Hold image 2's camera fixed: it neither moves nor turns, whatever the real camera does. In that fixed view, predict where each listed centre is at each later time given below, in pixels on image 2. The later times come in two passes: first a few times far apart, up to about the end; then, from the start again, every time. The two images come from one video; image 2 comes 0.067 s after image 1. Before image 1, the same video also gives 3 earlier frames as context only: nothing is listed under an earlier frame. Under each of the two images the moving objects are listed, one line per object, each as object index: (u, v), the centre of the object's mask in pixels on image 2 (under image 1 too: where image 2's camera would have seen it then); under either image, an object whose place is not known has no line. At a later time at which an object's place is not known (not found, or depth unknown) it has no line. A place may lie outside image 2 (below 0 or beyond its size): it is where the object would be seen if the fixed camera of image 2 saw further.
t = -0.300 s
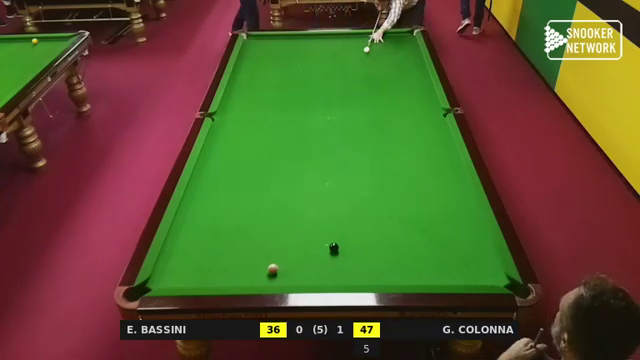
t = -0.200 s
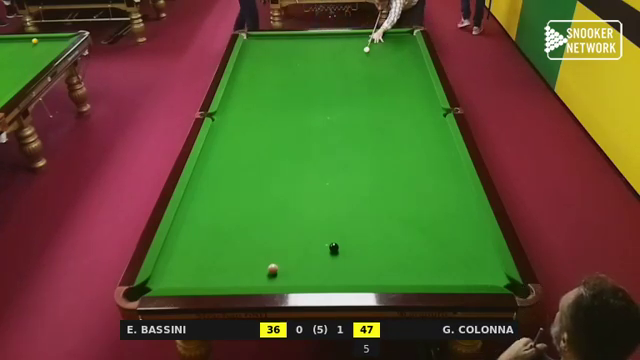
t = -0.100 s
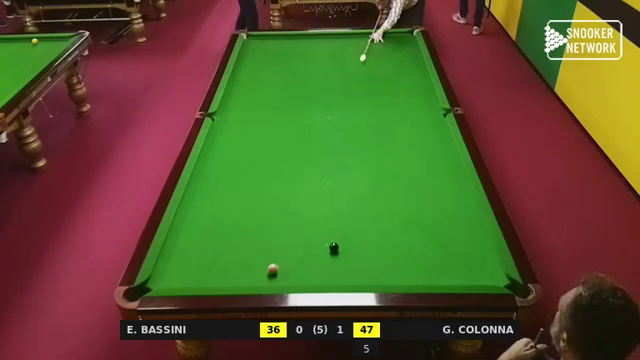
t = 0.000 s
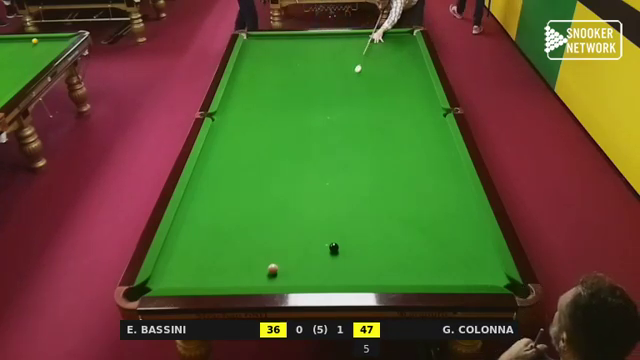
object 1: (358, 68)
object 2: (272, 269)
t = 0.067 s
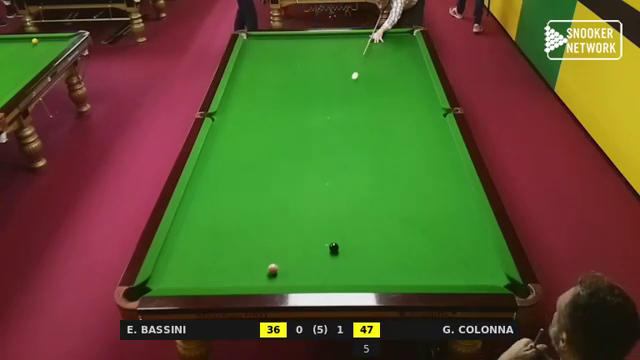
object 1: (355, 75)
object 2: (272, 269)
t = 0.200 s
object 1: (349, 89)
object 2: (272, 269)
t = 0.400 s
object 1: (339, 112)
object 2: (272, 269)
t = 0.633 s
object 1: (326, 142)
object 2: (272, 269)
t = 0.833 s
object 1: (312, 174)
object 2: (272, 269)
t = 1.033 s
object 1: (297, 210)
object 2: (272, 269)
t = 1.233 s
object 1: (278, 255)
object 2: (272, 269)
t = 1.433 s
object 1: (276, 258)
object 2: (261, 270)
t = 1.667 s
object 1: (287, 241)
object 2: (240, 263)
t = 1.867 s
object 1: (295, 230)
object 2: (224, 258)
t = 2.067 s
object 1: (302, 220)
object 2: (210, 252)
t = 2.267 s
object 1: (308, 212)
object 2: (196, 247)
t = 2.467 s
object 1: (313, 204)
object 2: (183, 242)
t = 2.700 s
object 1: (319, 195)
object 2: (171, 238)
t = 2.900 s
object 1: (324, 189)
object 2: (181, 234)
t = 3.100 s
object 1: (329, 183)
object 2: (190, 231)
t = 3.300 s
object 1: (333, 178)
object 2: (198, 229)
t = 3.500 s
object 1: (337, 173)
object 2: (205, 227)
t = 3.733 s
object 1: (341, 168)
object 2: (213, 224)
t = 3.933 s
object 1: (344, 164)
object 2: (219, 223)
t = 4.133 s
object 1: (347, 160)
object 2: (224, 221)
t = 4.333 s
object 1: (350, 157)
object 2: (228, 220)
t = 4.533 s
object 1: (352, 154)
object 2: (232, 219)
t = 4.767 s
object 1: (355, 151)
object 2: (235, 219)
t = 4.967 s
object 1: (356, 149)
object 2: (237, 218)
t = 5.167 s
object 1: (358, 147)
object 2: (239, 218)
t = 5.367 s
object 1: (359, 145)
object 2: (240, 218)
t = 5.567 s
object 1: (360, 144)
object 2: (241, 218)
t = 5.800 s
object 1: (361, 142)
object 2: (240, 218)
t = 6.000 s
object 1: (362, 142)
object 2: (240, 218)
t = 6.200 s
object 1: (362, 141)
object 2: (240, 217)
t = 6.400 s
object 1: (363, 141)
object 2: (240, 218)
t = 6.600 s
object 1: (363, 141)
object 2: (240, 218)
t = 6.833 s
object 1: (363, 141)
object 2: (240, 218)
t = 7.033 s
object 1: (363, 141)
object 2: (240, 218)
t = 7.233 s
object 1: (363, 141)
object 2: (240, 218)
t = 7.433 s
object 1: (363, 141)
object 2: (240, 218)
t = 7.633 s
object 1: (363, 141)
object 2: (240, 217)
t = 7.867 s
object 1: (363, 141)
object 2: (240, 217)
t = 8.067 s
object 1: (363, 141)
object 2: (240, 217)
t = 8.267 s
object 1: (363, 141)
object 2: (240, 218)
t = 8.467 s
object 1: (363, 141)
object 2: (240, 217)
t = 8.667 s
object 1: (363, 141)
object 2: (240, 217)
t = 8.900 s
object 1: (363, 141)
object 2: (240, 217)
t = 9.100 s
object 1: (363, 141)
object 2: (240, 217)
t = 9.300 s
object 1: (363, 141)
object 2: (240, 217)
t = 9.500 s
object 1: (363, 141)
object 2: (240, 217)
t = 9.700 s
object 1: (363, 141)
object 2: (240, 217)
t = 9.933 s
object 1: (363, 141)
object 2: (240, 217)
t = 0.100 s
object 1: (353, 79)
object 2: (272, 269)
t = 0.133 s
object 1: (352, 82)
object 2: (272, 269)
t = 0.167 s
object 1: (350, 86)
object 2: (272, 269)
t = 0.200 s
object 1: (349, 89)
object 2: (272, 269)
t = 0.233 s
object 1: (347, 93)
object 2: (272, 269)
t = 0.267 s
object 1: (346, 97)
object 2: (272, 269)
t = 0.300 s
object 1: (344, 100)
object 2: (272, 269)
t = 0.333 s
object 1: (342, 104)
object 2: (272, 269)
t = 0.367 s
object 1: (341, 108)
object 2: (272, 269)
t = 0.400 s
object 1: (339, 112)
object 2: (272, 269)
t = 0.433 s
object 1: (337, 116)
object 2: (272, 269)
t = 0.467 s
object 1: (336, 120)
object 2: (272, 269)
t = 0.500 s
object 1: (334, 124)
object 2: (272, 269)
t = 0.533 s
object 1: (332, 128)
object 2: (272, 269)
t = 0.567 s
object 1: (330, 133)
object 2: (272, 269)
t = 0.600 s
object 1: (328, 138)
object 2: (272, 269)
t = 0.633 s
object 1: (326, 142)
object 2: (272, 269)
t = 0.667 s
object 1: (324, 147)
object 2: (272, 269)
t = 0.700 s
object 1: (322, 152)
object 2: (272, 269)
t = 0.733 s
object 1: (320, 157)
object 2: (272, 269)
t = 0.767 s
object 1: (317, 162)
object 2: (272, 269)
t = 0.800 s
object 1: (315, 168)
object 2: (272, 269)
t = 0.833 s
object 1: (312, 174)
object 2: (272, 269)
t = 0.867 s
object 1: (310, 179)
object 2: (272, 269)
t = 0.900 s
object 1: (308, 185)
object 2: (272, 269)
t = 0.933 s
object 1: (305, 191)
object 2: (272, 269)
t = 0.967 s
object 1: (302, 197)
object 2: (272, 269)
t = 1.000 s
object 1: (300, 204)
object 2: (272, 269)
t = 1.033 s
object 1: (297, 210)
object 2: (272, 269)
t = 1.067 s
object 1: (294, 217)
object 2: (272, 269)
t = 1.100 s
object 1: (291, 224)
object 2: (272, 269)
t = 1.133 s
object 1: (288, 232)
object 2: (272, 269)
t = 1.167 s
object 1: (285, 239)
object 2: (272, 269)
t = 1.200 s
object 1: (281, 247)
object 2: (272, 269)
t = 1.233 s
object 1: (278, 255)
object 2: (272, 269)
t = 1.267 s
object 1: (275, 260)
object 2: (271, 272)
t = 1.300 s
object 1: (274, 262)
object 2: (269, 278)
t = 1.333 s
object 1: (273, 263)
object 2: (267, 278)
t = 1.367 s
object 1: (273, 263)
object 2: (267, 273)
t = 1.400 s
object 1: (274, 261)
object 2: (264, 271)
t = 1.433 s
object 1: (276, 258)
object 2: (261, 270)
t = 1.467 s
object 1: (278, 254)
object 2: (257, 269)
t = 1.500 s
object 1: (280, 251)
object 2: (254, 269)
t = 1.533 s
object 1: (282, 248)
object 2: (251, 267)
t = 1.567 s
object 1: (283, 246)
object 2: (249, 266)
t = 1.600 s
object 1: (285, 244)
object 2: (245, 265)
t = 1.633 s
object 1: (286, 242)
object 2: (243, 264)
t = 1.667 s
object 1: (287, 241)
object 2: (240, 263)
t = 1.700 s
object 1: (289, 239)
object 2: (237, 262)
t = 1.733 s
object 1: (290, 237)
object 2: (235, 261)
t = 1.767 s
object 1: (291, 235)
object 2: (232, 260)
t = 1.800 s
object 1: (293, 233)
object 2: (229, 259)
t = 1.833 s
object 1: (294, 232)
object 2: (227, 259)
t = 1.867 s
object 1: (295, 230)
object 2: (224, 258)
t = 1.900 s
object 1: (296, 228)
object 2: (222, 257)
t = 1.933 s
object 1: (297, 227)
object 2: (219, 256)
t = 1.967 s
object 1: (298, 225)
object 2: (217, 255)
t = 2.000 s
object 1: (299, 224)
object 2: (214, 254)
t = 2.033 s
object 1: (301, 222)
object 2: (212, 253)
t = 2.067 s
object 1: (302, 220)
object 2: (210, 252)
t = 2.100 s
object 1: (303, 219)
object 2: (207, 251)
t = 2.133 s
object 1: (303, 217)
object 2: (205, 250)
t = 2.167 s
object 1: (305, 216)
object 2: (202, 250)
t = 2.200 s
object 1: (306, 214)
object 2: (200, 249)
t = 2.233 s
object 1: (307, 213)
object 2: (198, 248)
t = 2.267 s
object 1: (308, 212)
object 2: (196, 247)
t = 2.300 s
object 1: (309, 210)
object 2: (194, 246)
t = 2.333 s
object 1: (310, 209)
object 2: (191, 245)
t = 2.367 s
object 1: (310, 208)
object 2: (189, 245)
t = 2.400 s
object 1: (311, 206)
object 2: (187, 244)
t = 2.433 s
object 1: (312, 205)
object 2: (185, 243)
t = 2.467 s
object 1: (313, 204)
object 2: (183, 242)
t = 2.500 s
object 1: (314, 203)
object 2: (181, 241)
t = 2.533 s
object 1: (315, 201)
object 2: (179, 241)
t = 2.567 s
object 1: (316, 200)
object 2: (177, 240)
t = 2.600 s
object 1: (317, 199)
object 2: (175, 239)
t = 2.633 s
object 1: (318, 198)
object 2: (173, 239)
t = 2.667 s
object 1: (318, 197)
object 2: (171, 238)
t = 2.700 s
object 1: (319, 195)
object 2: (171, 238)
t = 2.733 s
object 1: (320, 194)
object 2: (173, 237)
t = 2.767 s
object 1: (321, 193)
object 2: (174, 237)
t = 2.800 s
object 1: (322, 192)
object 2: (176, 236)
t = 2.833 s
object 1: (323, 191)
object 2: (178, 235)
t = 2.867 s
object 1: (323, 190)
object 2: (179, 235)
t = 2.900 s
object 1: (324, 189)
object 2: (181, 234)
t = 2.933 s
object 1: (325, 188)
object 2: (182, 234)
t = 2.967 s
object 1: (326, 187)
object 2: (184, 233)
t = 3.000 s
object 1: (326, 186)
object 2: (186, 233)
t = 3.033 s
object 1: (327, 185)
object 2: (187, 232)
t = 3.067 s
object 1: (328, 184)
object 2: (188, 232)
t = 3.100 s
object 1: (329, 183)
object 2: (190, 231)
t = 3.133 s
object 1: (329, 182)
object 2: (191, 231)
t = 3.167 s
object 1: (330, 181)
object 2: (193, 230)
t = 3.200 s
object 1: (331, 180)
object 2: (194, 230)
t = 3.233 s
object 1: (331, 180)
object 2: (195, 230)
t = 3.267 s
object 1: (332, 179)
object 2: (197, 229)
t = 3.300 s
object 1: (333, 178)
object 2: (198, 229)
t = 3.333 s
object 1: (333, 177)
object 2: (199, 229)
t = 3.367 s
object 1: (334, 176)
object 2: (200, 228)
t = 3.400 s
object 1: (335, 175)
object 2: (202, 228)
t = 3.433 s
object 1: (335, 174)
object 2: (203, 227)
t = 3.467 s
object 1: (336, 174)
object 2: (204, 227)
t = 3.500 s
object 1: (337, 173)
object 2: (205, 227)
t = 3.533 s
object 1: (337, 172)
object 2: (206, 226)
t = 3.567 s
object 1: (338, 171)
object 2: (208, 226)
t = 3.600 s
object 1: (339, 170)
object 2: (209, 226)
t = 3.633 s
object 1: (339, 170)
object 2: (210, 225)
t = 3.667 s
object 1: (340, 169)
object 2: (211, 225)
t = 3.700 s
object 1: (340, 168)
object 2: (212, 225)
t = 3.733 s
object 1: (341, 168)
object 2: (213, 224)
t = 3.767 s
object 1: (342, 167)
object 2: (214, 224)
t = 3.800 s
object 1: (342, 166)
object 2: (215, 224)
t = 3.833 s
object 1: (343, 166)
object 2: (216, 224)
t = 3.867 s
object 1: (343, 165)
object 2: (217, 223)
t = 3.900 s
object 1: (344, 165)
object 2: (218, 223)
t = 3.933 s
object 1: (344, 164)
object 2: (219, 223)
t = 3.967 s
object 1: (345, 163)
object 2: (219, 222)
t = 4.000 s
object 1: (345, 163)
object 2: (220, 222)
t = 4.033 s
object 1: (346, 162)
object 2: (221, 222)
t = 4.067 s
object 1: (346, 161)
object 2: (222, 222)
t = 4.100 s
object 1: (347, 161)
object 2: (223, 221)
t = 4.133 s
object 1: (347, 160)
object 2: (224, 221)
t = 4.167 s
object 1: (348, 160)
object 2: (224, 221)
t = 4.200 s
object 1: (348, 159)
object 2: (225, 221)
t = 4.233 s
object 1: (349, 158)
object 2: (226, 221)
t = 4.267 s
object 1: (349, 158)
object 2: (227, 220)
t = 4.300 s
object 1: (349, 157)
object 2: (227, 220)
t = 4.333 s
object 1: (350, 157)
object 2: (228, 220)
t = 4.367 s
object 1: (350, 156)
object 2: (229, 220)
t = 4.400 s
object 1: (351, 156)
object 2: (229, 220)
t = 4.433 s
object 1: (351, 155)
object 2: (230, 220)
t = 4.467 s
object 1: (351, 155)
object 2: (230, 219)
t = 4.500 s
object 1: (352, 154)
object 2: (231, 219)
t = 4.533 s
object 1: (352, 154)
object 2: (232, 219)
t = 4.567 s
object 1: (352, 154)
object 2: (232, 219)
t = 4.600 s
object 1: (353, 153)
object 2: (233, 219)
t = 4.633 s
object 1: (353, 153)
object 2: (233, 219)
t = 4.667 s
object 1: (353, 152)
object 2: (234, 219)
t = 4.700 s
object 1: (354, 152)
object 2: (234, 219)
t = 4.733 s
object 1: (354, 151)
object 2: (235, 219)
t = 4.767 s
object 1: (355, 151)
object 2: (235, 219)
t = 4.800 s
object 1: (355, 150)
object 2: (235, 219)
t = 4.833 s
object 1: (355, 150)
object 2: (236, 219)
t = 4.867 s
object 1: (355, 150)
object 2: (236, 218)
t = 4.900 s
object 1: (356, 149)
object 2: (237, 218)
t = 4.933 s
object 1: (356, 149)
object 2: (237, 218)
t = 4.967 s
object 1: (356, 149)
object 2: (237, 218)
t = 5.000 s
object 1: (357, 148)
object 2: (238, 218)
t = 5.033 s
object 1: (357, 148)
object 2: (238, 218)
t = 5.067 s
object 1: (357, 148)
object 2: (238, 218)
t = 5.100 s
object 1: (357, 147)
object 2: (238, 218)
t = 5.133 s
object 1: (357, 147)
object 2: (239, 218)
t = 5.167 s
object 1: (358, 147)
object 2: (239, 218)
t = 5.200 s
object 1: (358, 147)
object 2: (239, 218)
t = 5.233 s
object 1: (358, 146)
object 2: (239, 218)
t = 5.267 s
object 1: (359, 146)
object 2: (239, 218)
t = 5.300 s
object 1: (359, 146)
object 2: (240, 218)
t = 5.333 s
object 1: (359, 146)
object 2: (240, 218)
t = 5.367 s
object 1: (359, 145)
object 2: (240, 218)
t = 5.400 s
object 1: (359, 145)
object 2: (240, 218)
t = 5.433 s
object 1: (359, 145)
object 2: (240, 218)
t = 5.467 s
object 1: (360, 145)
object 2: (240, 218)
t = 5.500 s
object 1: (360, 144)
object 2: (240, 218)
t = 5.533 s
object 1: (360, 144)
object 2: (241, 218)
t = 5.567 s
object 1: (360, 144)
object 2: (241, 218)
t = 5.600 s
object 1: (360, 144)
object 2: (241, 218)
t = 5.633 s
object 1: (360, 143)
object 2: (241, 218)
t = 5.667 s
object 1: (361, 143)
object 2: (240, 218)
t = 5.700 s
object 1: (361, 143)
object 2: (241, 218)
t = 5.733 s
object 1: (361, 143)
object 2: (240, 218)
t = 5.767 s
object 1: (361, 143)
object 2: (240, 218)
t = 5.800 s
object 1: (361, 142)
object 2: (240, 218)
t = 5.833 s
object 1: (361, 143)
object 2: (240, 218)
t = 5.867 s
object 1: (362, 142)
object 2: (240, 218)
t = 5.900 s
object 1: (362, 142)
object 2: (240, 218)
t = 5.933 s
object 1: (362, 142)
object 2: (240, 218)
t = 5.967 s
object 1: (362, 142)
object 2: (240, 218)
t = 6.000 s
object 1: (362, 142)
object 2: (240, 218)
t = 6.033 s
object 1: (362, 142)
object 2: (240, 217)
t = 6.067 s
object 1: (362, 142)
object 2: (240, 217)
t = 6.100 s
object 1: (362, 141)
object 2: (240, 217)
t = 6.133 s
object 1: (362, 141)
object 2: (240, 217)
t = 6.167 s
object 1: (362, 141)
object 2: (240, 217)
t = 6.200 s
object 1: (362, 141)
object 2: (240, 217)
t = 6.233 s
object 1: (362, 141)
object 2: (240, 217)
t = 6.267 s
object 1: (363, 141)
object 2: (240, 217)
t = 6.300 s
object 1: (363, 141)
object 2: (240, 218)
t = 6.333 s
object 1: (363, 141)
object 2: (240, 218)
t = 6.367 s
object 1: (363, 141)
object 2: (240, 218)
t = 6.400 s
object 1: (363, 141)
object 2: (240, 218)
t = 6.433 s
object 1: (363, 141)
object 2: (240, 218)
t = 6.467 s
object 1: (363, 141)
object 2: (240, 218)
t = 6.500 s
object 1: (363, 141)
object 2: (240, 218)
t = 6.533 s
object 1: (363, 141)
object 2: (240, 217)
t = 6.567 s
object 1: (363, 141)
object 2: (240, 218)
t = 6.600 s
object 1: (363, 141)
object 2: (240, 218)
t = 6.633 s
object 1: (363, 141)
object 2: (240, 218)
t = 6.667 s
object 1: (363, 141)
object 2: (240, 218)
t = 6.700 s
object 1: (363, 141)
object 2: (240, 218)
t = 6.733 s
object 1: (363, 141)
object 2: (240, 218)
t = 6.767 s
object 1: (363, 141)
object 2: (240, 218)
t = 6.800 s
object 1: (363, 141)
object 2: (240, 218)
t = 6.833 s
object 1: (363, 141)
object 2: (240, 218)
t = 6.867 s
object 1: (363, 141)
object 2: (240, 218)
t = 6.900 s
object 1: (363, 141)
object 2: (240, 218)
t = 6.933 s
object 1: (363, 141)
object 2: (240, 218)
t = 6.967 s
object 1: (363, 141)
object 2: (240, 218)
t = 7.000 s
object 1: (363, 141)
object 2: (240, 218)
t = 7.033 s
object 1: (363, 141)
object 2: (240, 218)
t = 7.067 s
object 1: (363, 141)
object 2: (240, 218)
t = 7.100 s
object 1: (363, 141)
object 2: (240, 218)
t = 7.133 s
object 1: (363, 141)
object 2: (240, 218)
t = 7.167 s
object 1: (363, 141)
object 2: (240, 218)
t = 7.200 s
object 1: (363, 141)
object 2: (240, 218)
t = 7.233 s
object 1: (363, 141)
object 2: (240, 218)
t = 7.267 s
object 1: (363, 141)
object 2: (240, 218)
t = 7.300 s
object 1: (363, 141)
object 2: (240, 218)
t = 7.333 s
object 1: (363, 141)
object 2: (240, 217)
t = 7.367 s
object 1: (363, 141)
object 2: (240, 218)
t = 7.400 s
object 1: (363, 141)
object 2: (240, 217)
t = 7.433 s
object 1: (363, 141)
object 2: (240, 218)
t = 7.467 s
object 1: (363, 141)
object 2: (240, 218)
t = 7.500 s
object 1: (363, 141)
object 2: (240, 218)
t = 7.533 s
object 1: (363, 141)
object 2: (240, 217)
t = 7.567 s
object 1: (363, 141)
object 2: (240, 218)
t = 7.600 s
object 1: (363, 141)
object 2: (240, 217)
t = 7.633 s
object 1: (363, 141)
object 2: (240, 217)
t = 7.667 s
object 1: (363, 141)
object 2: (240, 217)
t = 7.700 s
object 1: (363, 141)
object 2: (240, 217)
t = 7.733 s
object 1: (363, 141)
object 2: (240, 217)
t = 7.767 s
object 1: (363, 141)
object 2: (240, 217)
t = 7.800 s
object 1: (363, 141)
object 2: (240, 217)
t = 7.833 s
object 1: (363, 141)
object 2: (240, 217)
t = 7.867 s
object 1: (363, 141)
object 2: (240, 217)
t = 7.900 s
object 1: (363, 141)
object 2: (240, 217)
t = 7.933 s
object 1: (363, 141)
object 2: (240, 217)
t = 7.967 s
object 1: (363, 141)
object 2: (240, 217)
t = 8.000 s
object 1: (363, 141)
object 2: (240, 217)
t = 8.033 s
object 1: (363, 141)
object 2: (240, 218)
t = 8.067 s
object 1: (363, 141)
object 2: (240, 217)
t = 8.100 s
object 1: (363, 141)
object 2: (240, 217)
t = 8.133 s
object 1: (363, 141)
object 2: (240, 217)
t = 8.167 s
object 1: (363, 141)
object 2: (240, 217)
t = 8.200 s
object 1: (363, 141)
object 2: (240, 217)
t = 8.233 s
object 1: (363, 141)
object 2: (240, 217)
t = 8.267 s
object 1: (363, 141)
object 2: (240, 218)
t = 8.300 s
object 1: (363, 141)
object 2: (240, 217)
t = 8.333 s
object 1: (363, 141)
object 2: (240, 217)
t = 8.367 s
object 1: (363, 141)
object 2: (240, 217)
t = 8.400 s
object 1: (363, 141)
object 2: (240, 217)
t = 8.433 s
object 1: (363, 141)
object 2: (240, 217)
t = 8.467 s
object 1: (363, 141)
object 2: (240, 217)
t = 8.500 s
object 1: (363, 141)
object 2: (240, 217)
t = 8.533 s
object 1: (363, 141)
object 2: (240, 217)
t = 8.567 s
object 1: (363, 141)
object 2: (240, 217)
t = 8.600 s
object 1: (363, 141)
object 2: (240, 217)
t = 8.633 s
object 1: (363, 141)
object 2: (240, 217)
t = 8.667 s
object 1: (363, 141)
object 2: (240, 217)
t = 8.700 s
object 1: (363, 141)
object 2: (240, 217)
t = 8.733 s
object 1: (363, 141)
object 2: (240, 217)
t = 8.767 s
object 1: (363, 141)
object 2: (240, 217)
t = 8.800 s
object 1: (363, 141)
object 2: (240, 217)
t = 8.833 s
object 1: (363, 141)
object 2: (240, 217)
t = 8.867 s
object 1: (363, 141)
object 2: (240, 217)
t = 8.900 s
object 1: (363, 141)
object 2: (240, 217)
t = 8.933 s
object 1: (363, 141)
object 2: (240, 217)
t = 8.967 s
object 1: (363, 141)
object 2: (240, 217)
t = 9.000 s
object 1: (363, 141)
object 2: (240, 217)
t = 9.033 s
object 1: (363, 141)
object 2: (240, 217)
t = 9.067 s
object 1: (363, 141)
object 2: (240, 217)
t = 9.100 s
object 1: (363, 141)
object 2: (240, 217)
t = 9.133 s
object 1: (363, 141)
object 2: (240, 217)
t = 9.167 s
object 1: (363, 141)
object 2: (240, 217)
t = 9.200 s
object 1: (363, 141)
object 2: (240, 217)
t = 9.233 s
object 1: (363, 141)
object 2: (240, 217)
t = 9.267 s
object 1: (363, 141)
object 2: (240, 217)
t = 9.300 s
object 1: (363, 141)
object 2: (240, 217)
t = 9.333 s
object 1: (363, 141)
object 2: (240, 217)
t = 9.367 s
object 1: (363, 141)
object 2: (240, 217)
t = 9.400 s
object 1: (363, 141)
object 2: (240, 217)
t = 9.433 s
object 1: (363, 141)
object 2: (240, 217)
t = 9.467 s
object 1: (363, 141)
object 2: (240, 217)
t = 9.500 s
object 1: (363, 141)
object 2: (240, 217)
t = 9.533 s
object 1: (363, 141)
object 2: (240, 217)
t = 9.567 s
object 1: (363, 141)
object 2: (240, 217)
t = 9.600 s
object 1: (363, 141)
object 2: (240, 217)
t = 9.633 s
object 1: (363, 141)
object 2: (240, 217)
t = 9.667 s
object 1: (363, 141)
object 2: (240, 217)
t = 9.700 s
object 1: (363, 141)
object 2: (240, 217)
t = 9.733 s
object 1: (363, 141)
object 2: (240, 217)
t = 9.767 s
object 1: (363, 141)
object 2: (240, 217)
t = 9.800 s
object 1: (363, 141)
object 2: (240, 217)
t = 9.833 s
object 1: (363, 141)
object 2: (240, 217)
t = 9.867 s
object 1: (363, 141)
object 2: (240, 217)
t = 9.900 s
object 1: (363, 141)
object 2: (240, 217)
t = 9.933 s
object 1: (363, 141)
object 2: (240, 217)
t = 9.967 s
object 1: (363, 141)
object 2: (240, 217)
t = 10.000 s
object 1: (363, 141)
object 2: (240, 217)
